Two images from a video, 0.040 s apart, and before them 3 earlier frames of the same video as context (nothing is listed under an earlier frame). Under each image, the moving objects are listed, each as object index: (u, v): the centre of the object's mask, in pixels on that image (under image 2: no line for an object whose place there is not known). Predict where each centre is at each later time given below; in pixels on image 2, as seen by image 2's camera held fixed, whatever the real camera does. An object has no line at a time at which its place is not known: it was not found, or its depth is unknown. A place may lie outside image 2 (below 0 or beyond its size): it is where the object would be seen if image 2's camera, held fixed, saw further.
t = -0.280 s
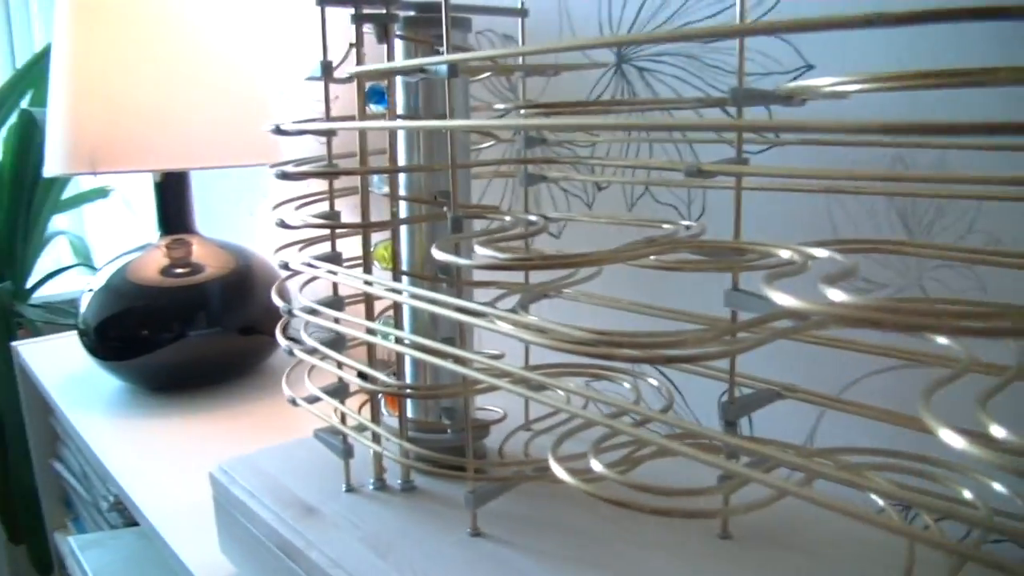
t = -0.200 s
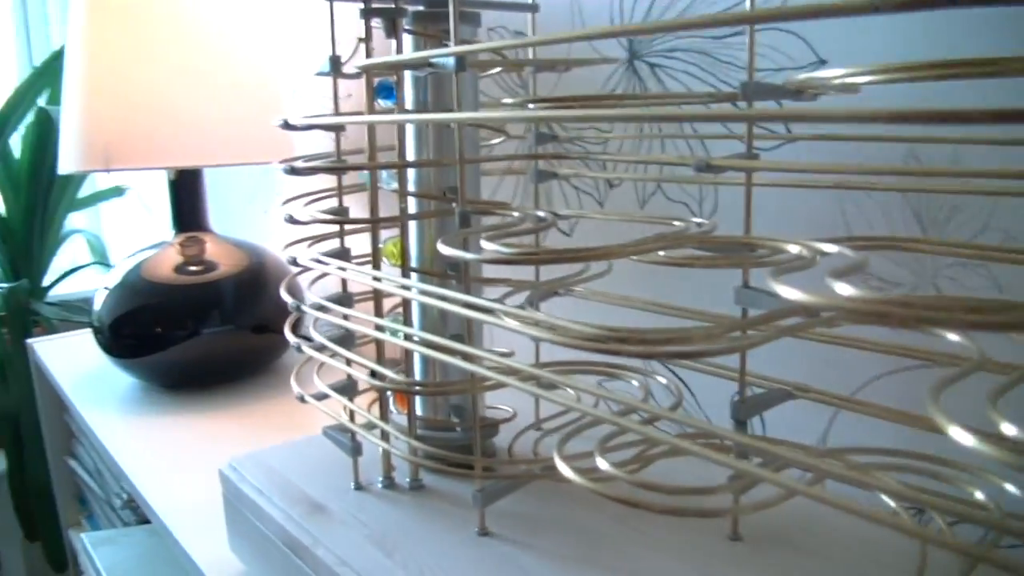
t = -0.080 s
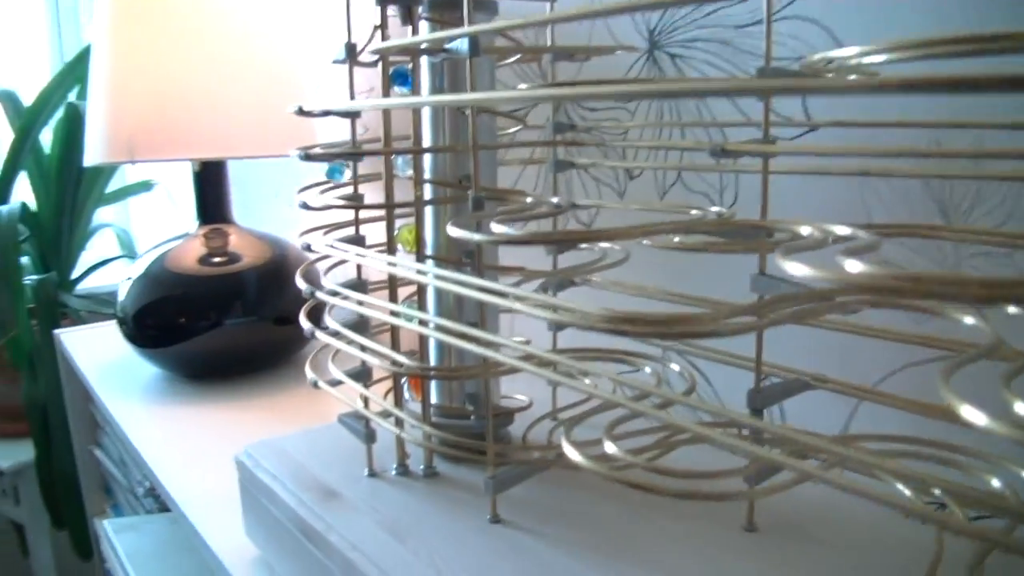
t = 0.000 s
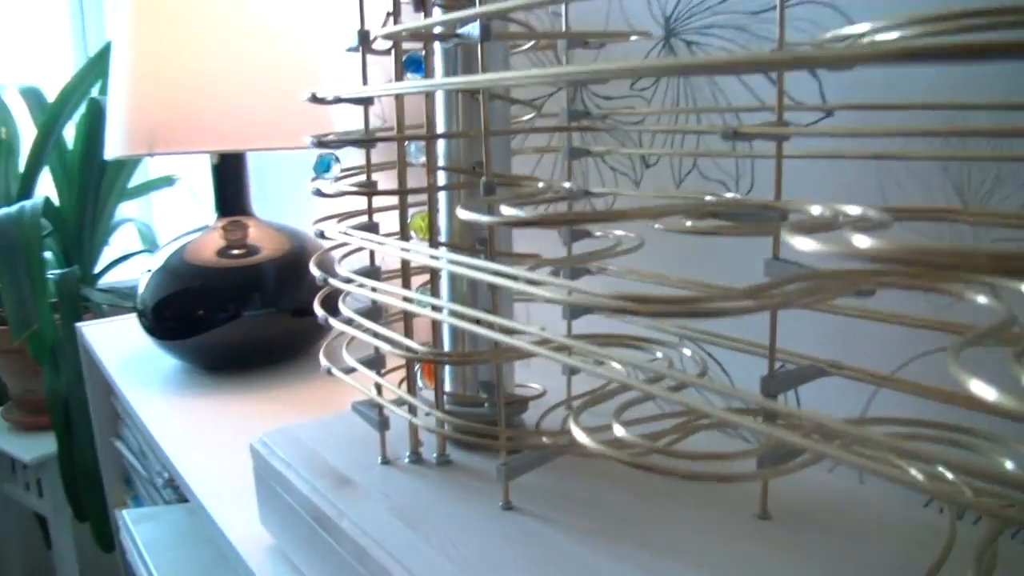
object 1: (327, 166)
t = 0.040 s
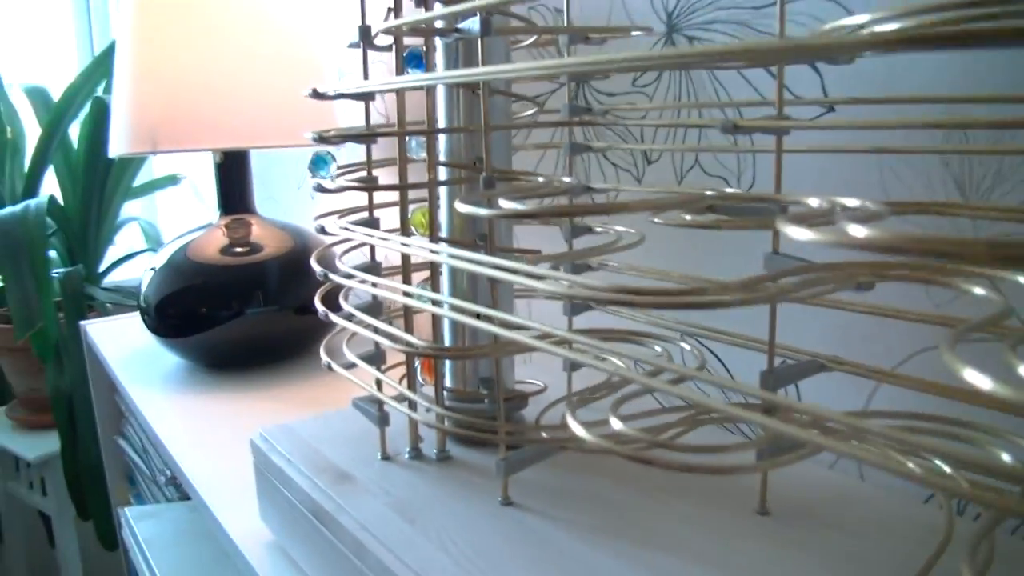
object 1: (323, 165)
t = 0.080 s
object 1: (323, 165)
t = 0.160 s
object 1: (342, 167)
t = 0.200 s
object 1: (361, 168)
